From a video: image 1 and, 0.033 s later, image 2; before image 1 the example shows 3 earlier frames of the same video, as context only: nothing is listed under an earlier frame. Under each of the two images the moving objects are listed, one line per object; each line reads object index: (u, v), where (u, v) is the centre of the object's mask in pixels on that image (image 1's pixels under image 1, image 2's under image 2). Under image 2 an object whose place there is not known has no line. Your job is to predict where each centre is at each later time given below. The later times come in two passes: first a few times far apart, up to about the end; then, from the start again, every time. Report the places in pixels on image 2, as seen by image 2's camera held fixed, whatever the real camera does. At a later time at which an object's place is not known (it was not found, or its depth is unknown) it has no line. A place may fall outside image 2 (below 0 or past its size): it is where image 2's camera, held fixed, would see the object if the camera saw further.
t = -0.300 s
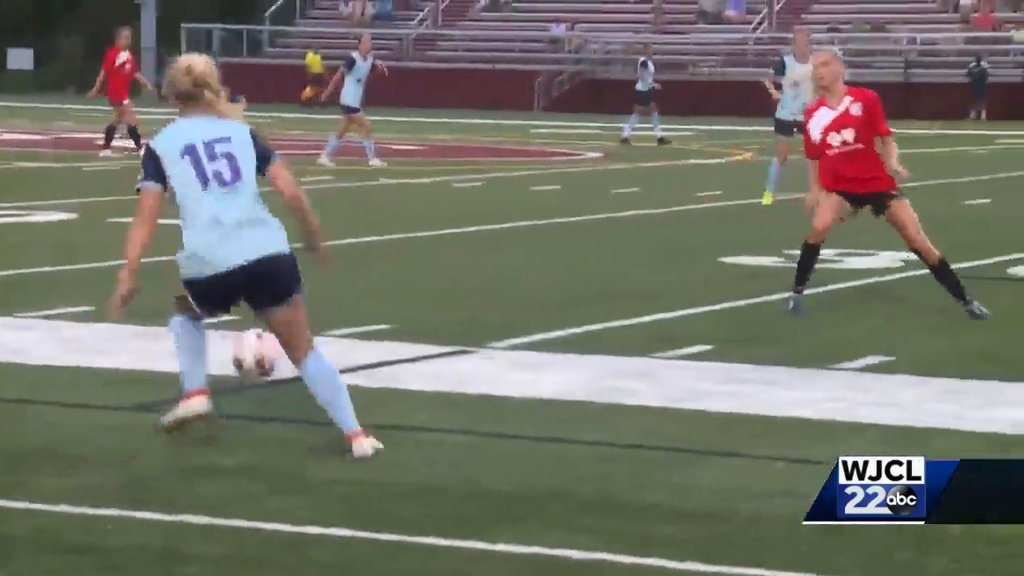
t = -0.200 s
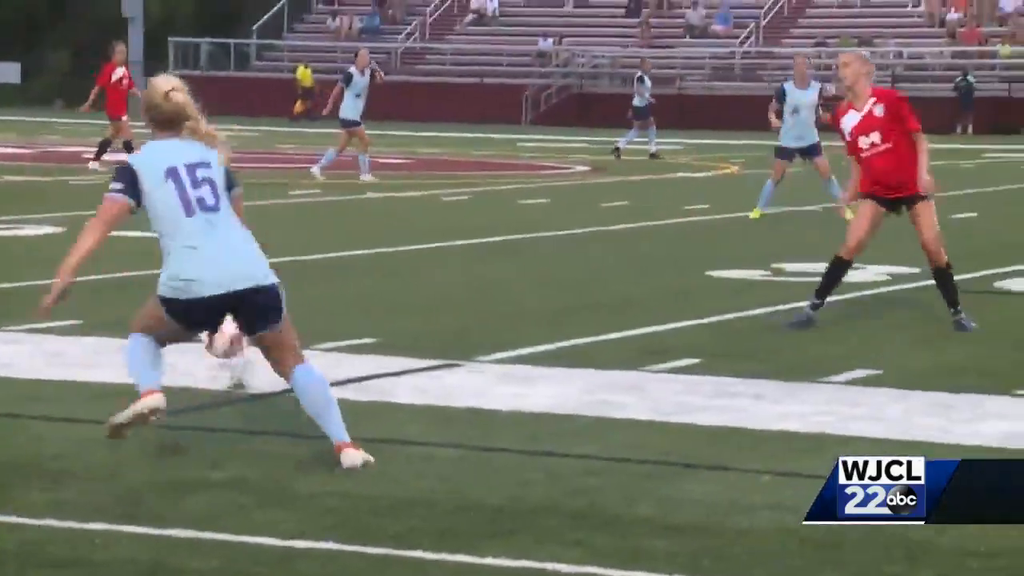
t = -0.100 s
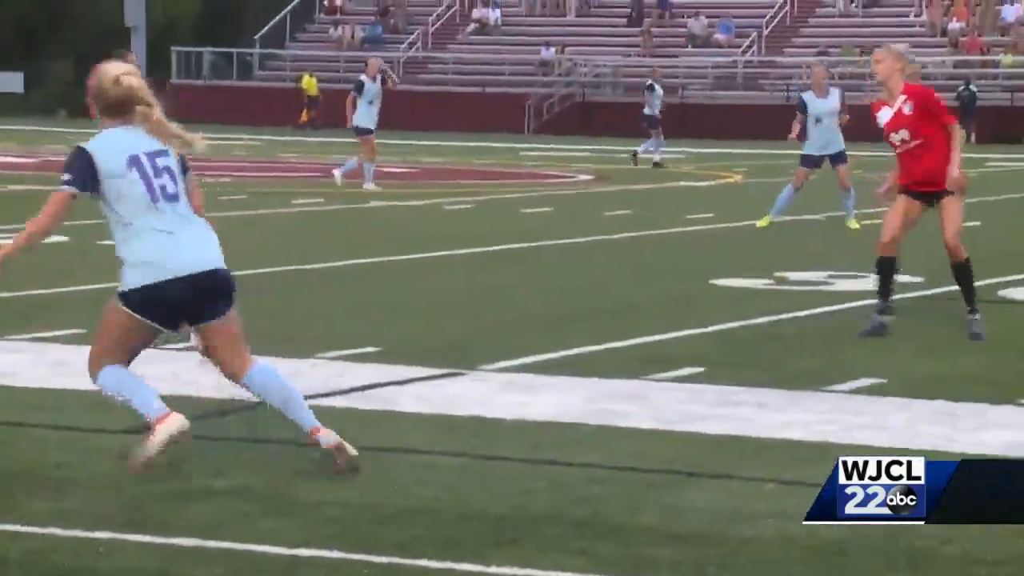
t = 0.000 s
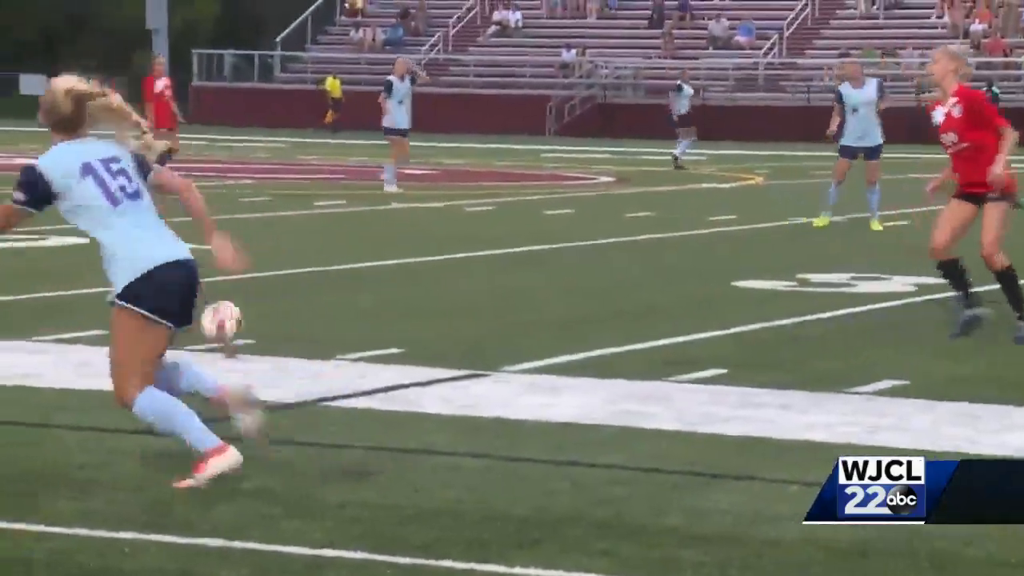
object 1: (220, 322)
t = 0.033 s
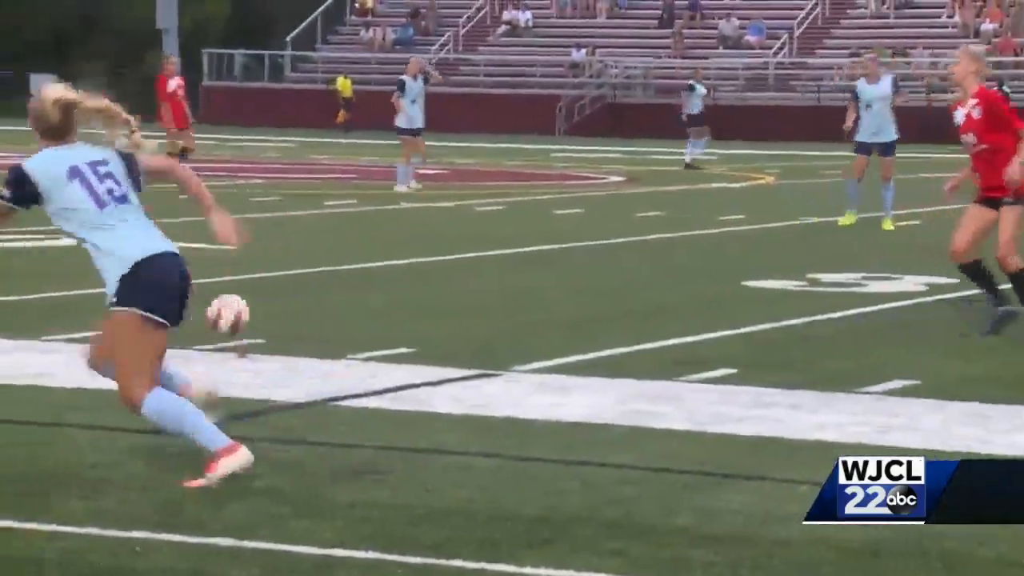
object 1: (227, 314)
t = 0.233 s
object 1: (206, 302)
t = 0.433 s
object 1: (190, 292)
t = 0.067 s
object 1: (225, 310)
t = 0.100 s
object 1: (220, 309)
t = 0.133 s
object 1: (217, 309)
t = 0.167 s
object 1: (215, 311)
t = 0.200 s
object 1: (209, 311)
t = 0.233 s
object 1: (206, 302)
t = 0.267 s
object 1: (206, 298)
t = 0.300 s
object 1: (200, 295)
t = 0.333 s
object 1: (197, 293)
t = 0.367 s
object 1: (196, 293)
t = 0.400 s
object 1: (193, 294)
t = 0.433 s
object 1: (190, 292)
